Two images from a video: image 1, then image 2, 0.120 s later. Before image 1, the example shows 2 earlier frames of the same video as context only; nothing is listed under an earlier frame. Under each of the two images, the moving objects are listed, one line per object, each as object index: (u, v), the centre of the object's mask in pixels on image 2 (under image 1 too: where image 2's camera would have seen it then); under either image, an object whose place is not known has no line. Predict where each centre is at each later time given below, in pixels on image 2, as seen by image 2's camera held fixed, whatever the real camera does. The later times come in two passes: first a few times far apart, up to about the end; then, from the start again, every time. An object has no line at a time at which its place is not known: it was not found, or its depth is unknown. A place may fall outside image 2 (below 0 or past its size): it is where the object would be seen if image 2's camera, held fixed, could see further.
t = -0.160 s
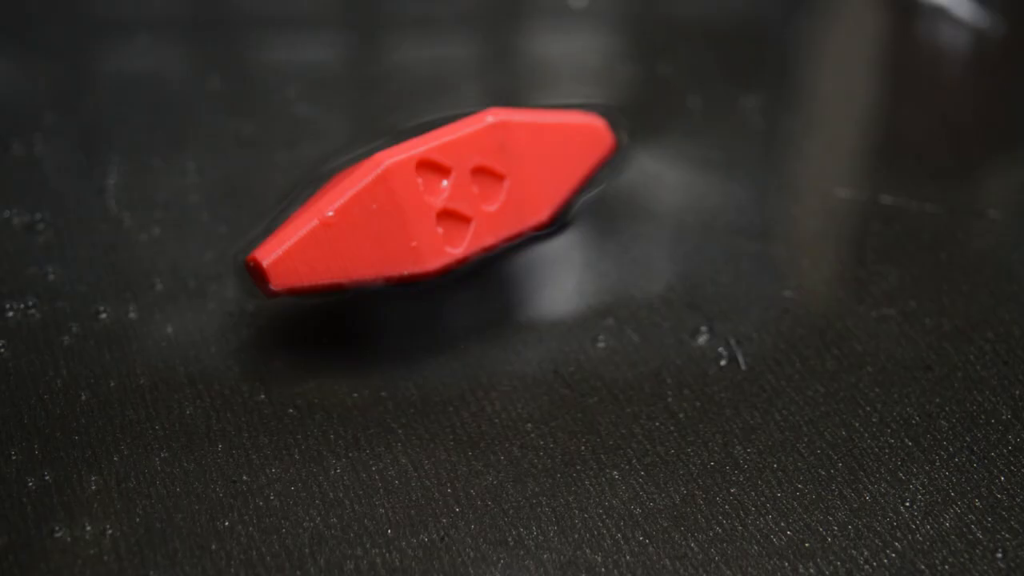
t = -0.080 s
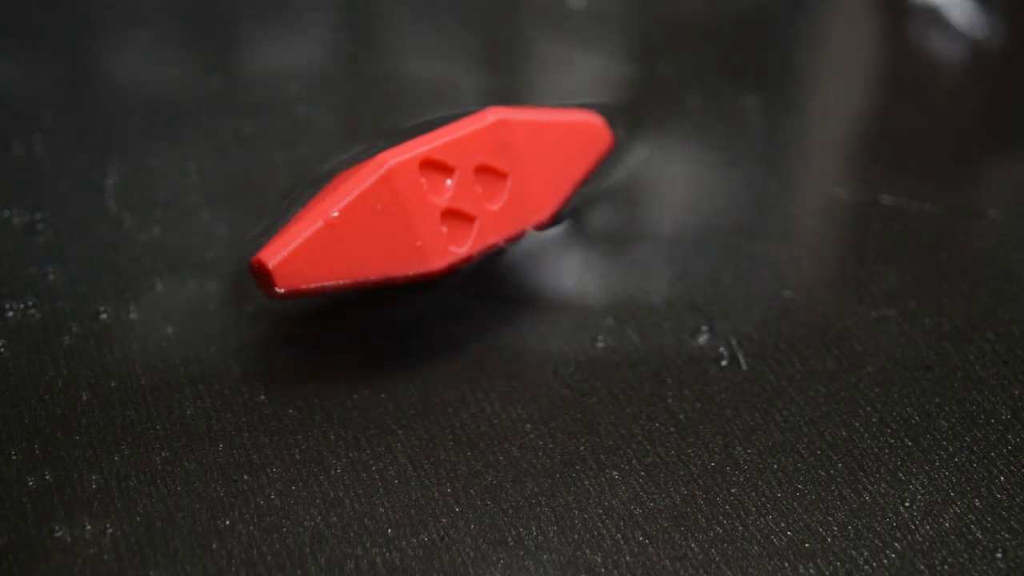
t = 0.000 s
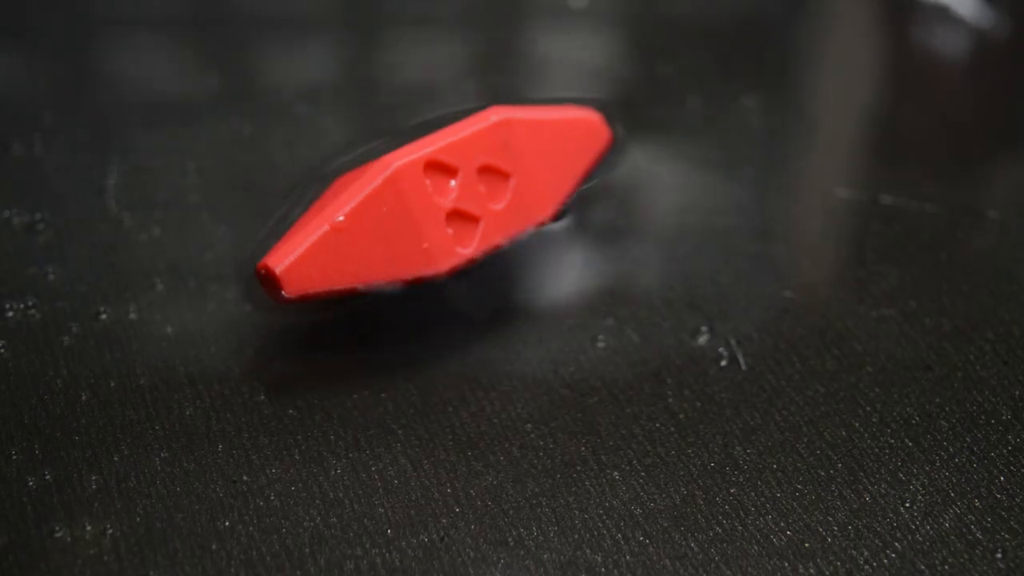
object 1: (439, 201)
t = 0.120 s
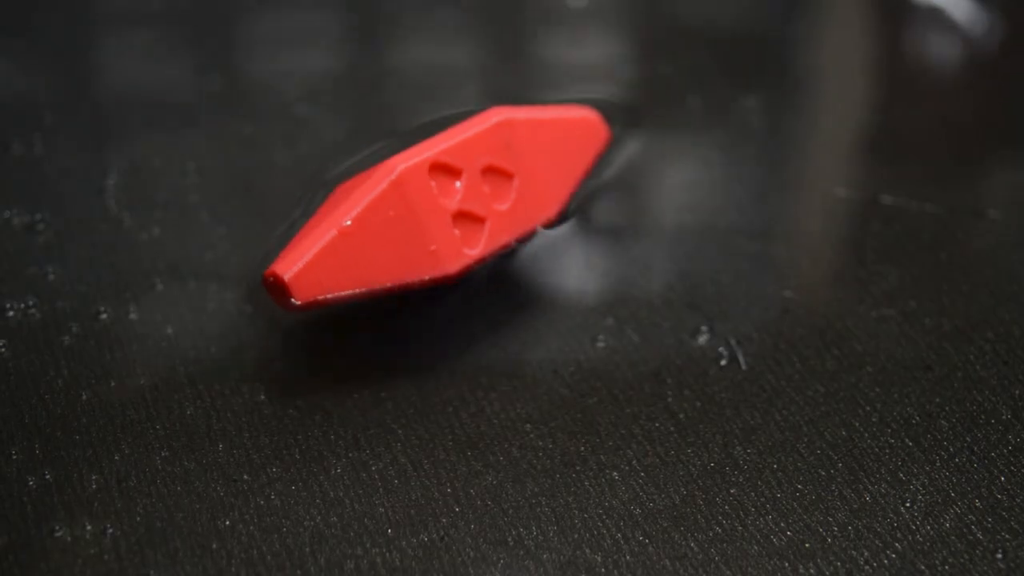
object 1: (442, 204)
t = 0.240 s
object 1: (443, 207)
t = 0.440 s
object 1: (445, 209)
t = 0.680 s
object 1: (450, 210)
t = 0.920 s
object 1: (461, 214)
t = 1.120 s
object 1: (470, 220)
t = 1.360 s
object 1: (479, 224)
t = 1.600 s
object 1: (492, 228)
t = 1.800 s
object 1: (505, 231)
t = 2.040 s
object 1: (520, 238)
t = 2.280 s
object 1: (532, 241)
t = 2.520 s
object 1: (545, 243)
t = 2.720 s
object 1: (558, 246)
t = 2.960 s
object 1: (571, 252)
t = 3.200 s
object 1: (583, 253)
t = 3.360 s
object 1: (592, 253)
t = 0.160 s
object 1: (443, 205)
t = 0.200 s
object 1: (443, 206)
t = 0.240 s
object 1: (443, 207)
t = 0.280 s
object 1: (443, 207)
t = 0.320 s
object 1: (443, 208)
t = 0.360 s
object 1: (444, 209)
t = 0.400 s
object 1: (445, 209)
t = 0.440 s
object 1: (445, 209)
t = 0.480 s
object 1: (446, 210)
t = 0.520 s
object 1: (446, 210)
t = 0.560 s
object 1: (447, 210)
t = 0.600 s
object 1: (448, 211)
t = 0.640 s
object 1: (449, 210)
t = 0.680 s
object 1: (450, 210)
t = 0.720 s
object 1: (453, 210)
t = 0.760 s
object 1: (454, 211)
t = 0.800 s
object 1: (456, 211)
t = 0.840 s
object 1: (457, 212)
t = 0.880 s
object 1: (459, 213)
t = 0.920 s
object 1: (461, 214)
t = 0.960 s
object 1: (462, 215)
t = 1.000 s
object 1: (464, 216)
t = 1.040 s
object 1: (466, 217)
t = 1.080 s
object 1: (468, 219)
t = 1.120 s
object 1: (470, 220)
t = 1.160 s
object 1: (471, 221)
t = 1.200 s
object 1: (472, 221)
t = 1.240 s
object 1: (473, 222)
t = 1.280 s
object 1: (475, 223)
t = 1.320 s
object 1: (477, 224)
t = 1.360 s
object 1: (479, 224)
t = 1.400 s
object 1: (481, 225)
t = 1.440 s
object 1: (483, 226)
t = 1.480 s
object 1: (485, 226)
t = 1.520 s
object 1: (488, 227)
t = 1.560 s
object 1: (490, 227)
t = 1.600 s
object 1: (492, 228)
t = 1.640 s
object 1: (494, 228)
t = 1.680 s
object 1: (497, 229)
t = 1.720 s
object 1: (500, 229)
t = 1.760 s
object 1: (503, 230)
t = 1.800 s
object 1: (505, 231)
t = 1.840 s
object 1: (507, 232)
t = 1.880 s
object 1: (510, 233)
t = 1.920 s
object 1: (512, 234)
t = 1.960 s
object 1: (515, 235)
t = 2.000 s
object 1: (518, 237)
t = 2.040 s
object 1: (520, 238)
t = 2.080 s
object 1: (522, 238)
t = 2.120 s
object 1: (524, 239)
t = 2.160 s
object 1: (526, 240)
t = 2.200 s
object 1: (528, 240)
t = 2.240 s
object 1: (530, 240)
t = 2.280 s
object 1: (532, 241)
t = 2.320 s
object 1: (534, 241)
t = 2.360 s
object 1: (536, 241)
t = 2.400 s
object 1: (539, 242)
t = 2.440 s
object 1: (541, 242)
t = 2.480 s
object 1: (543, 242)
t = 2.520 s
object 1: (545, 243)
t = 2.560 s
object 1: (548, 244)
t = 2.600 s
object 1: (550, 244)
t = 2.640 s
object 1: (553, 245)
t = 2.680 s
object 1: (556, 245)
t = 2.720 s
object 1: (558, 246)
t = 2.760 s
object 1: (561, 247)
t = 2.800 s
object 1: (563, 249)
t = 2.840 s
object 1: (565, 250)
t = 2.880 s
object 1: (567, 250)
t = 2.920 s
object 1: (569, 251)
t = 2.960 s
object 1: (571, 252)
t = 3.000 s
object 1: (573, 252)
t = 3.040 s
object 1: (575, 253)
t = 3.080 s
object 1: (577, 253)
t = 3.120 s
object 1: (579, 253)
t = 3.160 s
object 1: (581, 253)
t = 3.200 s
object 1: (583, 253)
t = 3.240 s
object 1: (585, 253)
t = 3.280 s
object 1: (587, 253)
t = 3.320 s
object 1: (590, 253)
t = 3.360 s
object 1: (592, 253)
